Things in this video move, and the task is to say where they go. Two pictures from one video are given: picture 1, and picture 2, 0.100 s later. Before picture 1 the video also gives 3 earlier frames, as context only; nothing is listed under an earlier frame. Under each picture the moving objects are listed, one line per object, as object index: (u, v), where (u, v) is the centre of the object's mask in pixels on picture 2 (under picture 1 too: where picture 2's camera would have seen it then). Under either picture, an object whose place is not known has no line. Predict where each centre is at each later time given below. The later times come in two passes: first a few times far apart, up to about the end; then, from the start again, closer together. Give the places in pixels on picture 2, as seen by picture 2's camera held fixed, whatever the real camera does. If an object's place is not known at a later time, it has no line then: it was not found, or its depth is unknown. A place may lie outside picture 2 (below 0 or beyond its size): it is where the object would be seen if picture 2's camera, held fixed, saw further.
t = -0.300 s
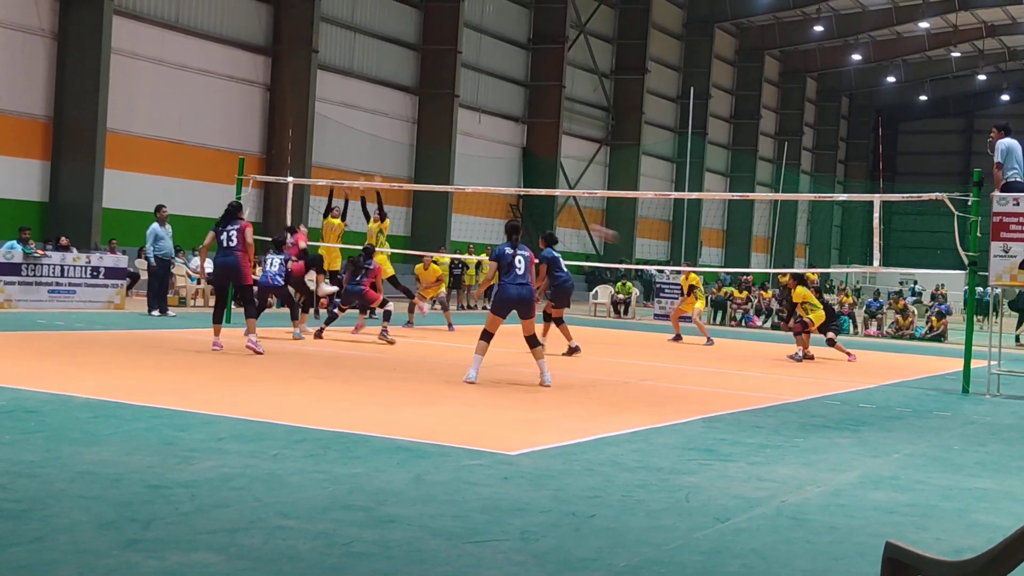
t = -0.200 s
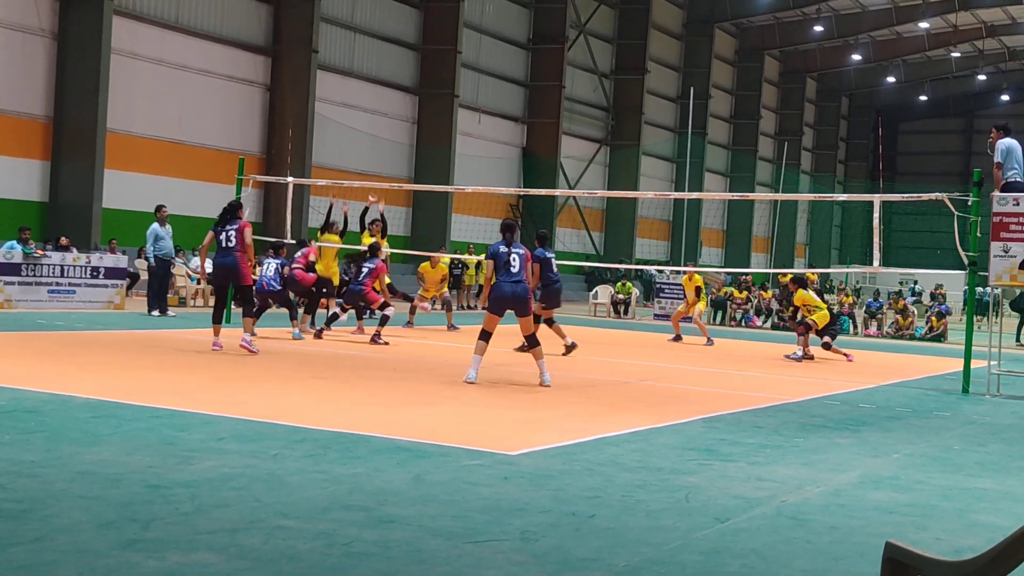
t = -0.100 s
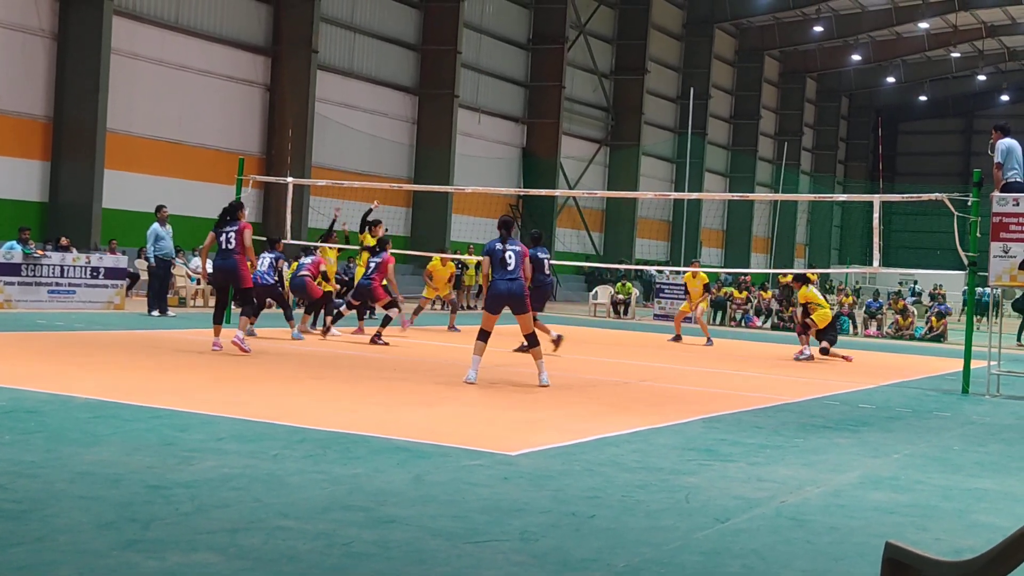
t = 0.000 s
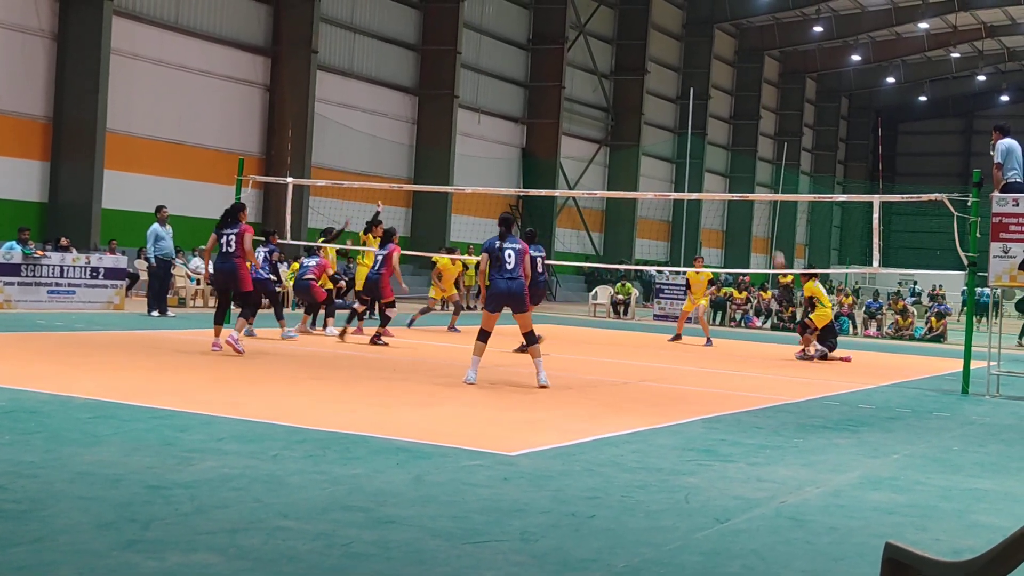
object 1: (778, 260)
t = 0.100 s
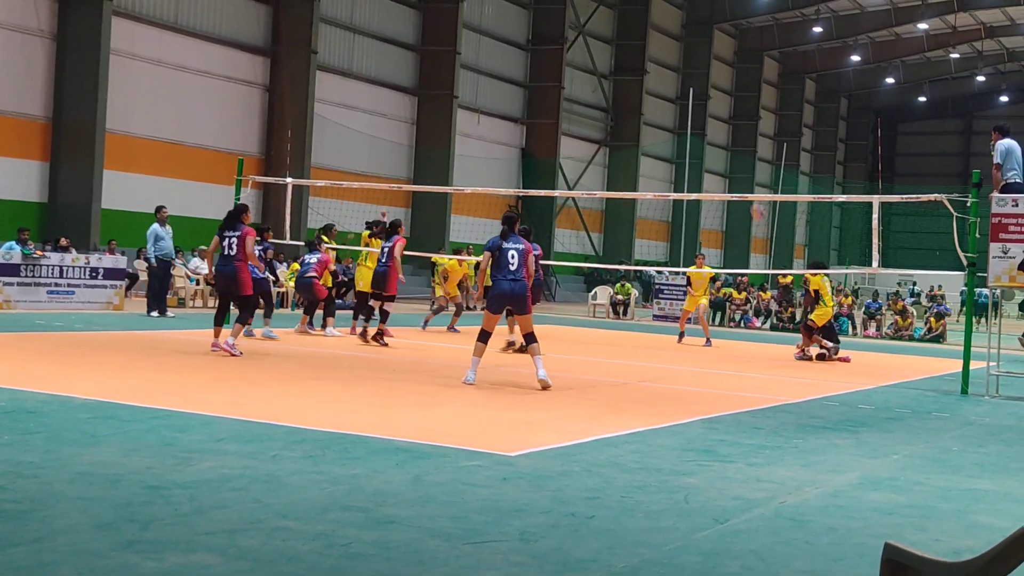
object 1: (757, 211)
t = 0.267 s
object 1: (725, 141)
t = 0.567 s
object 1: (666, 55)
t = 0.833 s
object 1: (613, 23)
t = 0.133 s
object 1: (751, 196)
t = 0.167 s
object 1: (744, 182)
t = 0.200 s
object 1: (738, 168)
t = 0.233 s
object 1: (731, 154)
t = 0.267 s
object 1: (725, 141)
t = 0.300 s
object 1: (719, 129)
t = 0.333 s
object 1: (711, 118)
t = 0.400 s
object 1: (699, 96)
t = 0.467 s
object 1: (685, 78)
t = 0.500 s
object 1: (678, 70)
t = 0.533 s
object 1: (672, 62)
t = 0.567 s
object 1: (666, 55)
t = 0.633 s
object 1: (652, 43)
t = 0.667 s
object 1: (645, 37)
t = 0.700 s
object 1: (639, 33)
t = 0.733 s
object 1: (632, 30)
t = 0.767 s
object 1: (625, 27)
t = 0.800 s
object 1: (619, 24)
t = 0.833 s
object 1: (613, 23)
